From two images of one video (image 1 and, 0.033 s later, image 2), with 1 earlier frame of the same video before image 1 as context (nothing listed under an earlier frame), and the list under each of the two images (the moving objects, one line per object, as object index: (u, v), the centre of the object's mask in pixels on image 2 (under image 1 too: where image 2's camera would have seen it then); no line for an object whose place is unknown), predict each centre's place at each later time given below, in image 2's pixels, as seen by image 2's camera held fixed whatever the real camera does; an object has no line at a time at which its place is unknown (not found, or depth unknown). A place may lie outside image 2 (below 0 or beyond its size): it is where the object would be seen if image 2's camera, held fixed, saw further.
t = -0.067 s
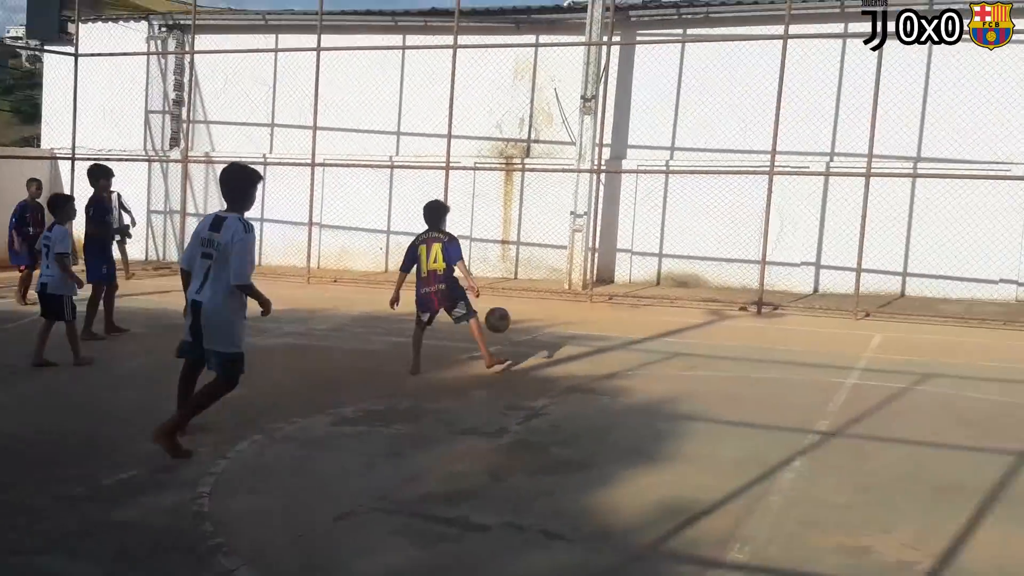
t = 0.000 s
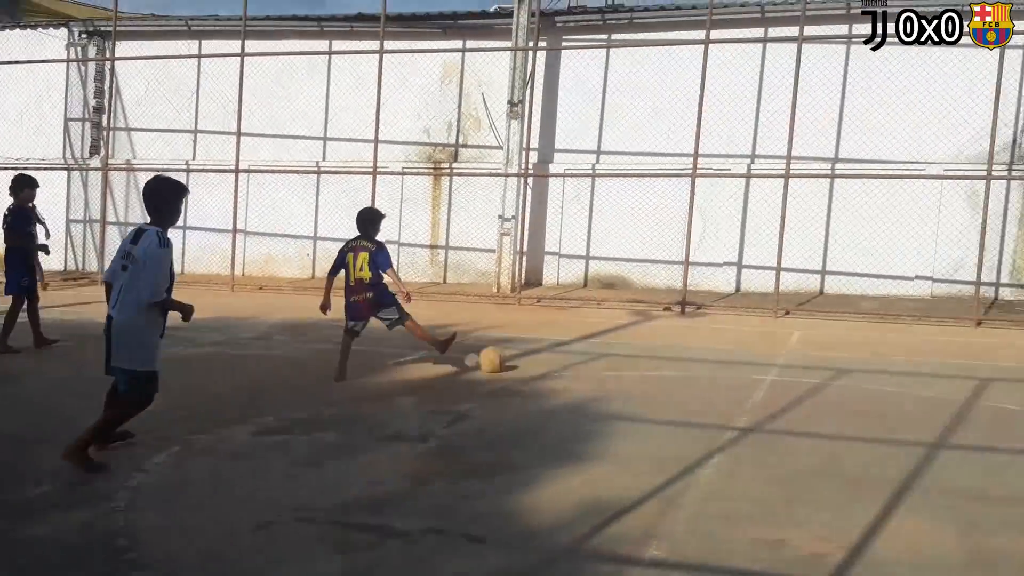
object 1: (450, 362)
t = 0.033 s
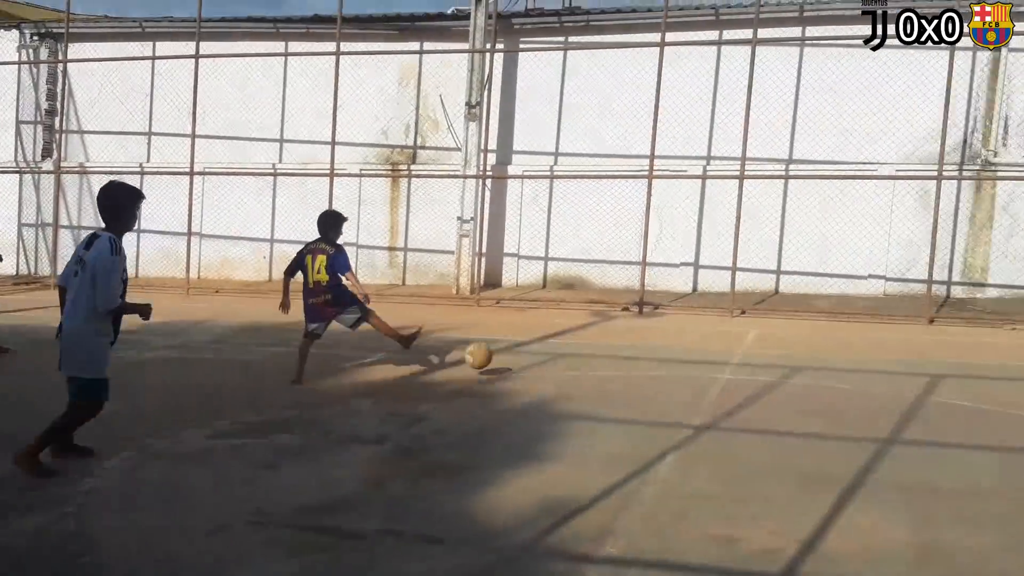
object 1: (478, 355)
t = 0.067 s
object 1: (506, 347)
